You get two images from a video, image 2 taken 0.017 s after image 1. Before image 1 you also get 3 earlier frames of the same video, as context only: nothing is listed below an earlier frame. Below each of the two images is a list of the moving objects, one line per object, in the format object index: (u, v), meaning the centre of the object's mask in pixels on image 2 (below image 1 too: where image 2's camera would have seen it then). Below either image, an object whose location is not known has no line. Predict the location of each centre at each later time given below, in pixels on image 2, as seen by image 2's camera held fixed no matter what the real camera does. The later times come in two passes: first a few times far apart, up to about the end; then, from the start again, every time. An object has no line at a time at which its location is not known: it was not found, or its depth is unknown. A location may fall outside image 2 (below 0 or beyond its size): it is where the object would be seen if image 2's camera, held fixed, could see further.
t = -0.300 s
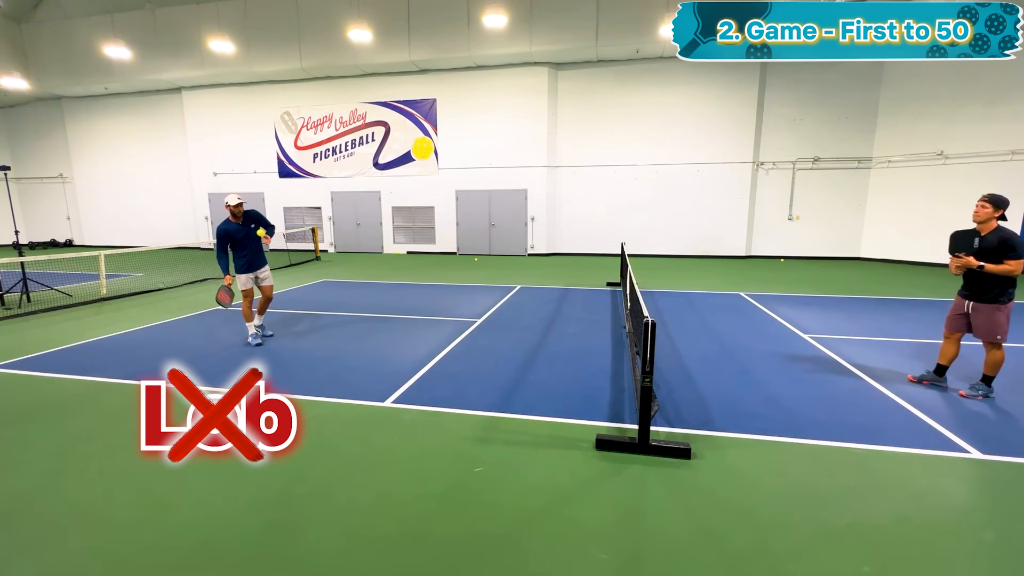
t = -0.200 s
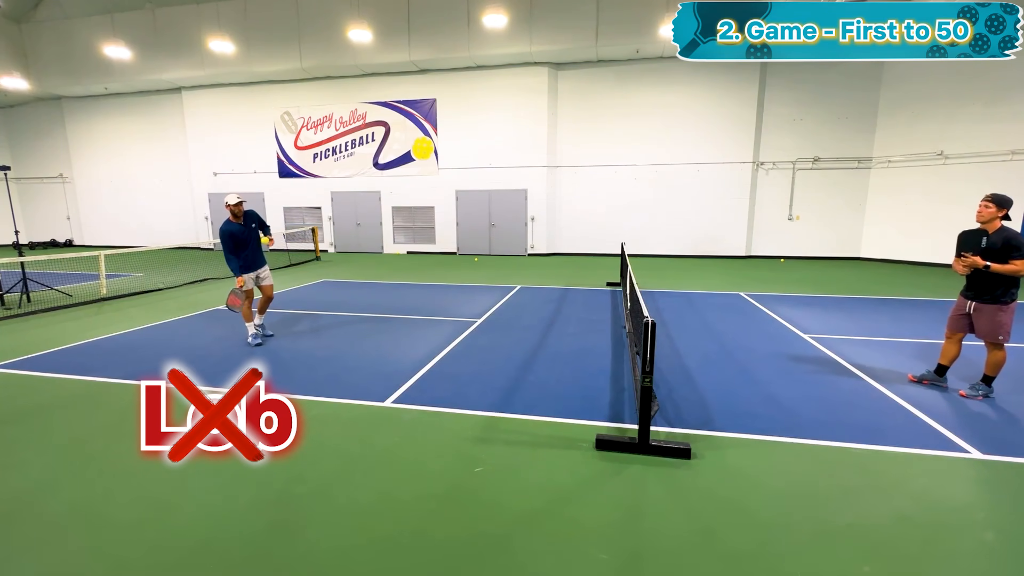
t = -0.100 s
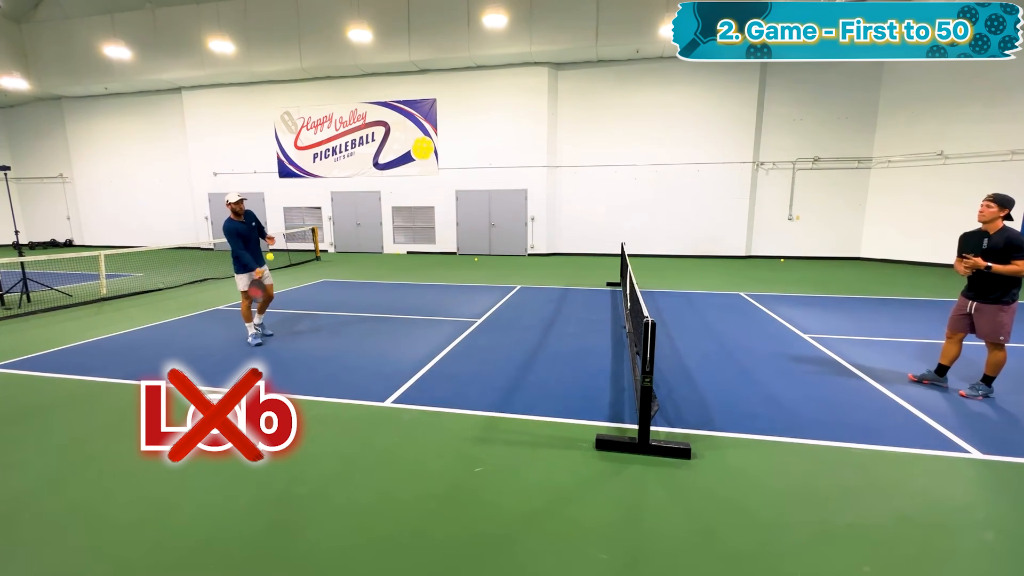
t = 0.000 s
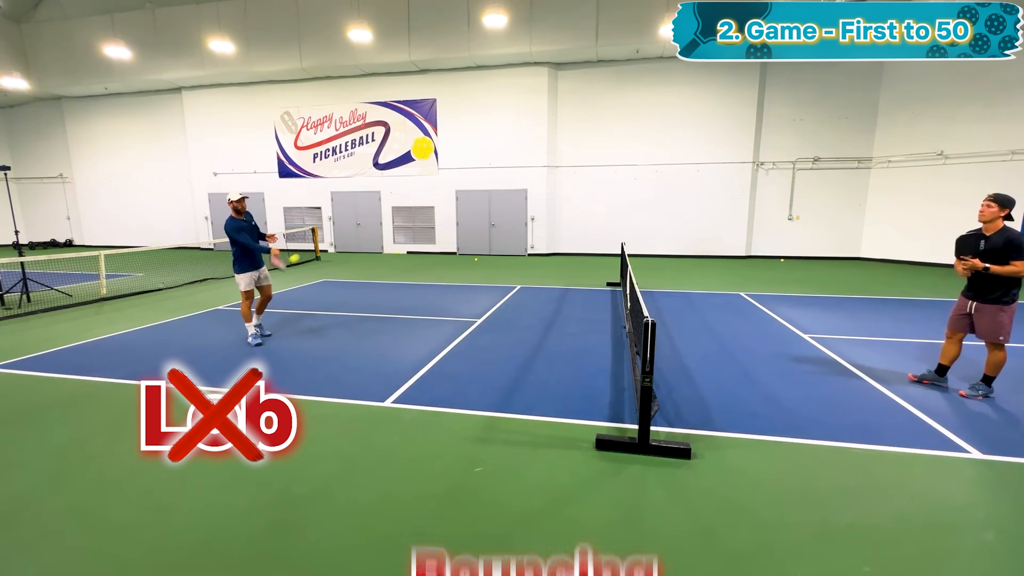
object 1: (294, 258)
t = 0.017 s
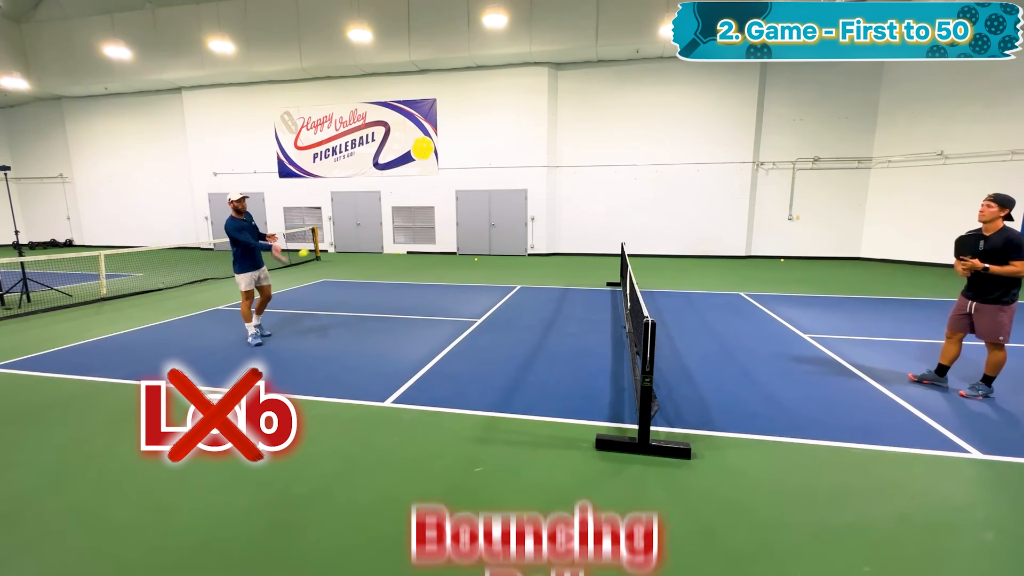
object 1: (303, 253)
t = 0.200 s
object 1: (412, 207)
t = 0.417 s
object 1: (545, 195)
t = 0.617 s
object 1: (666, 228)
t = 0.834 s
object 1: (787, 309)
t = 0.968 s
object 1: (853, 363)
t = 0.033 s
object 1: (313, 247)
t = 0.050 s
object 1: (323, 242)
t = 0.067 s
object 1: (333, 236)
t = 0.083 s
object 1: (342, 232)
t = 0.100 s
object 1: (352, 227)
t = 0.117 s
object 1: (362, 223)
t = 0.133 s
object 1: (372, 219)
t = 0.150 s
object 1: (381, 216)
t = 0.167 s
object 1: (392, 212)
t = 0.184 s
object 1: (402, 209)
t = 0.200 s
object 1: (412, 207)
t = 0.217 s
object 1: (422, 204)
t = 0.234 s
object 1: (432, 202)
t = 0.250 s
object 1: (442, 200)
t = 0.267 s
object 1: (453, 198)
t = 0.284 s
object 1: (462, 196)
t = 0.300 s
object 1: (473, 195)
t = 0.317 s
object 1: (483, 194)
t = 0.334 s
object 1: (493, 193)
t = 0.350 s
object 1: (504, 193)
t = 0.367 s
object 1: (514, 192)
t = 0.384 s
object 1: (524, 193)
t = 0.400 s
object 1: (535, 194)
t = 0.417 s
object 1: (545, 195)
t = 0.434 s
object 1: (555, 196)
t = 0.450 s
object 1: (566, 198)
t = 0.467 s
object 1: (576, 200)
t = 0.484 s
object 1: (586, 201)
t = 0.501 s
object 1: (596, 204)
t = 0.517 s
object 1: (606, 206)
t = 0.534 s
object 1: (616, 209)
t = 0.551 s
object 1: (626, 212)
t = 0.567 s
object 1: (636, 216)
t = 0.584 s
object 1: (646, 220)
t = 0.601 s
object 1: (656, 224)
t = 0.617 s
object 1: (666, 228)
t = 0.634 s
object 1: (676, 233)
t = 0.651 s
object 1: (686, 238)
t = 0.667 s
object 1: (695, 243)
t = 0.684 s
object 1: (705, 249)
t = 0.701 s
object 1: (715, 254)
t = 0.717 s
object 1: (724, 260)
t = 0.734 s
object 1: (733, 266)
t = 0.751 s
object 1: (743, 273)
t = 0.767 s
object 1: (752, 279)
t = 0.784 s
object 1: (761, 286)
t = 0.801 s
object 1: (770, 294)
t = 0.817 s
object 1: (779, 301)
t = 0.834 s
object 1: (787, 309)
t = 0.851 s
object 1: (796, 317)
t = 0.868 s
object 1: (804, 325)
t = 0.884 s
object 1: (813, 334)
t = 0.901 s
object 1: (821, 342)
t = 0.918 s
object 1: (830, 350)
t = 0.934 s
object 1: (838, 360)
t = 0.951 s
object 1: (845, 369)
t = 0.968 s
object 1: (853, 363)
